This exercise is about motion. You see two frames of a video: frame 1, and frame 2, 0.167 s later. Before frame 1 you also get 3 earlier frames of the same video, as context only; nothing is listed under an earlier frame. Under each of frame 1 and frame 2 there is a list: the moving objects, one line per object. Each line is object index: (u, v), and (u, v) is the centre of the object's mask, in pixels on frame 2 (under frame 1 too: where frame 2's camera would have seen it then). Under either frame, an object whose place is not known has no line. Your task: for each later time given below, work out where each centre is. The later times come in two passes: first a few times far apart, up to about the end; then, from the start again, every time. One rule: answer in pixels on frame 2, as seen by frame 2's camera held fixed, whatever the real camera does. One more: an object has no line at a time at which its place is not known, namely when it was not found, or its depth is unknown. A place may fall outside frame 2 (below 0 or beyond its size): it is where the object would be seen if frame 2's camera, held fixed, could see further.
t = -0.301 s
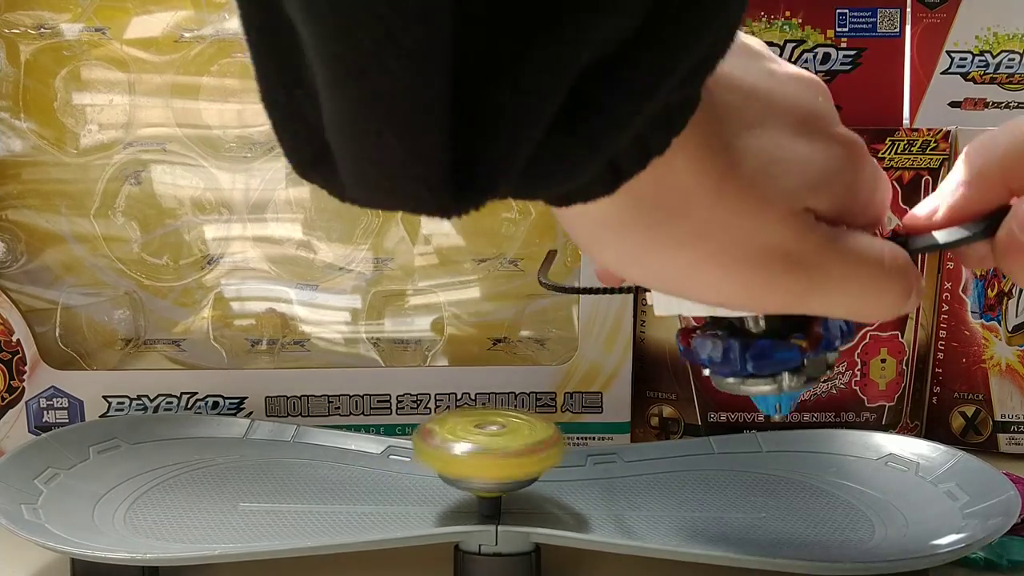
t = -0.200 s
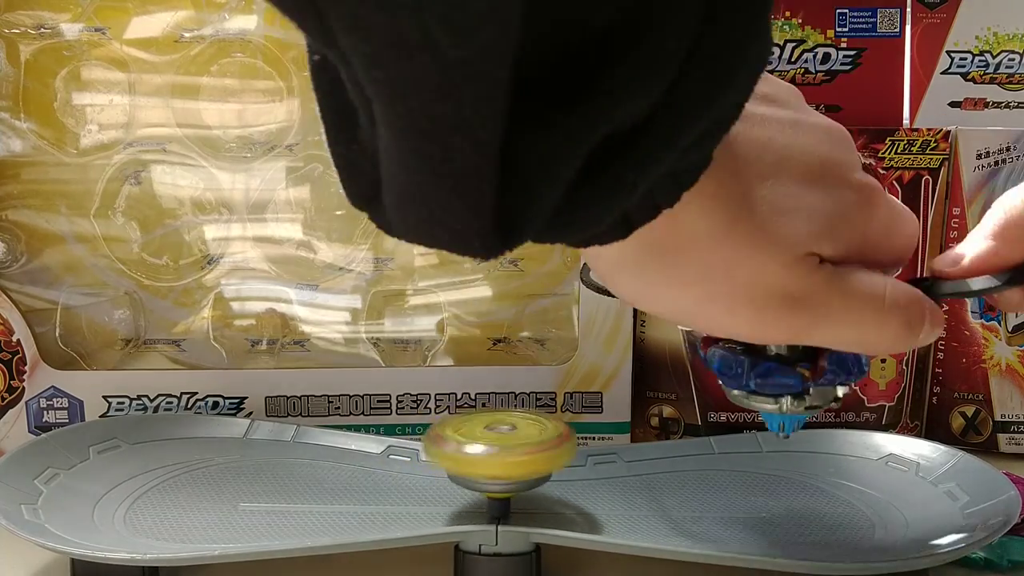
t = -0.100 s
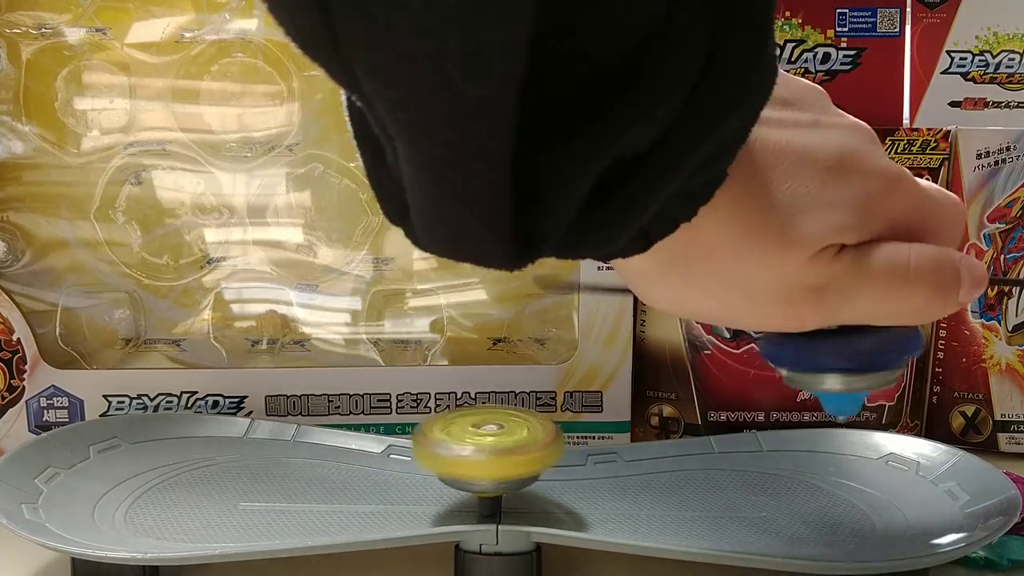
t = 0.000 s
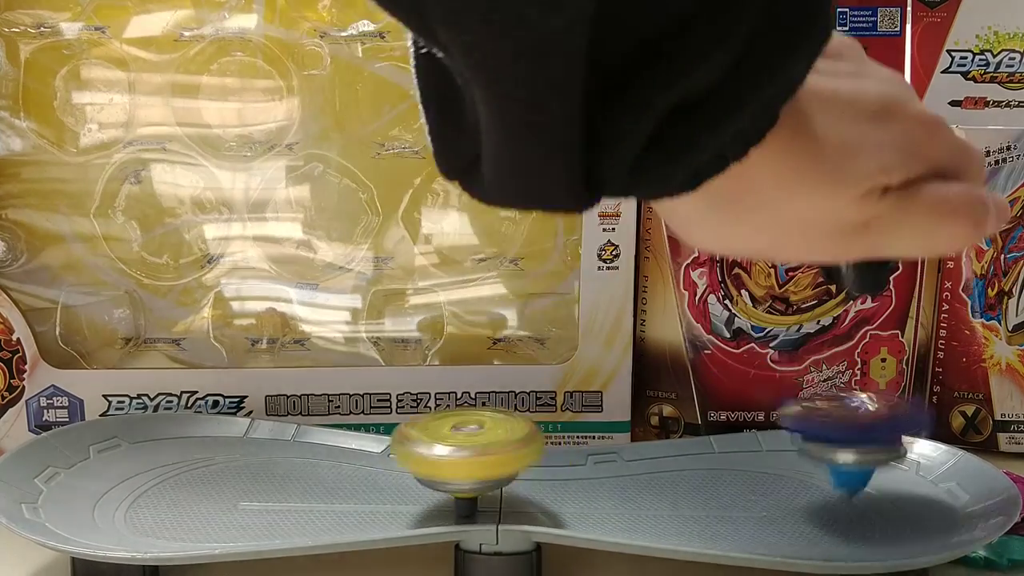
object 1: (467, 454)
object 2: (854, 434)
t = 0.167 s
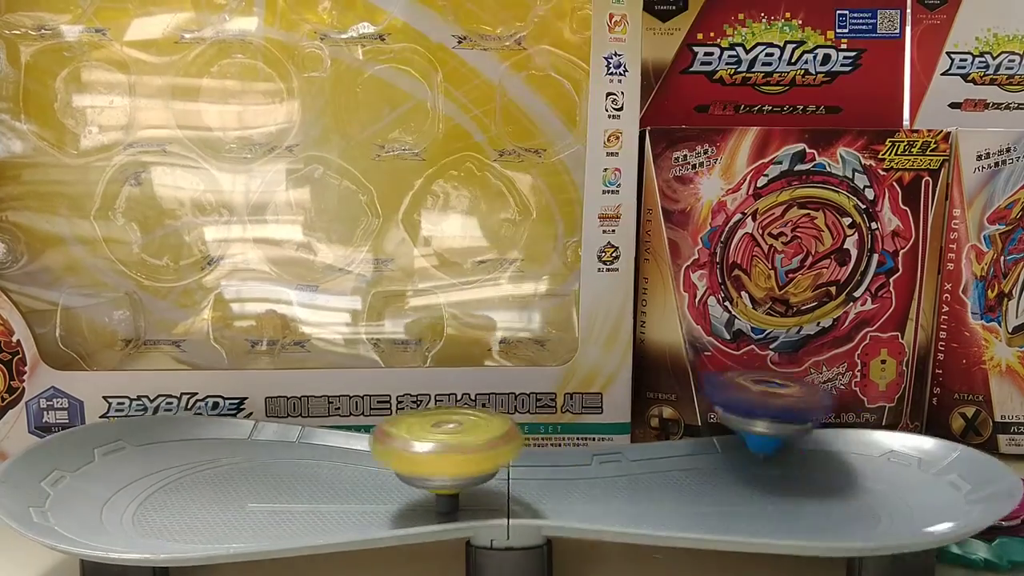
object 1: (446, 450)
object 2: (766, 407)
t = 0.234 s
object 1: (442, 452)
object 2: (706, 425)
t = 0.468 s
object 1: (387, 458)
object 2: (574, 446)
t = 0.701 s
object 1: (333, 460)
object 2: (503, 444)
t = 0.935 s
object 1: (114, 465)
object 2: (483, 448)
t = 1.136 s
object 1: (124, 461)
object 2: (601, 447)
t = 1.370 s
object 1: (134, 444)
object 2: (766, 446)
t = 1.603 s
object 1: (154, 431)
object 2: (872, 441)
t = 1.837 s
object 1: (183, 428)
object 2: (746, 439)
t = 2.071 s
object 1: (244, 431)
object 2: (854, 479)
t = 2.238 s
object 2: (903, 431)
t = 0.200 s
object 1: (445, 447)
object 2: (737, 406)
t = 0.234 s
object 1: (442, 452)
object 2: (706, 425)
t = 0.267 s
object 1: (440, 453)
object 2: (681, 427)
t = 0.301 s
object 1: (439, 454)
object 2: (656, 439)
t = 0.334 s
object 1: (436, 453)
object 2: (633, 445)
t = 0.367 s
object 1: (434, 453)
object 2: (609, 447)
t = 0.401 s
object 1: (433, 454)
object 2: (584, 447)
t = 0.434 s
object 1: (408, 456)
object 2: (580, 447)
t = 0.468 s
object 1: (387, 458)
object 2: (574, 446)
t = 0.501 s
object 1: (372, 458)
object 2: (569, 443)
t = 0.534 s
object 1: (364, 459)
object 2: (565, 443)
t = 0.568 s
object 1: (356, 459)
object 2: (562, 443)
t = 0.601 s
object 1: (349, 459)
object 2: (553, 443)
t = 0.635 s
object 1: (343, 460)
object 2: (539, 443)
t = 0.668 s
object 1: (338, 461)
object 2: (522, 444)
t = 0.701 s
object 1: (333, 460)
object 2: (503, 444)
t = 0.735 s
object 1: (322, 461)
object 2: (487, 444)
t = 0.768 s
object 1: (270, 462)
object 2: (494, 440)
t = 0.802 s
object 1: (222, 467)
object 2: (498, 441)
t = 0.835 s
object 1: (180, 469)
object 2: (496, 442)
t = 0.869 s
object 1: (148, 469)
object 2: (486, 443)
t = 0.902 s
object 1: (125, 468)
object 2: (480, 445)
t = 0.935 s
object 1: (114, 465)
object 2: (483, 448)
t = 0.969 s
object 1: (111, 465)
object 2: (488, 448)
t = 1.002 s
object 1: (114, 465)
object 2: (503, 449)
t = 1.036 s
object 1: (117, 465)
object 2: (525, 449)
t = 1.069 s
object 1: (120, 463)
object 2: (544, 449)
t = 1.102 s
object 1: (122, 463)
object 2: (573, 449)
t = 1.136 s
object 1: (124, 461)
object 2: (601, 447)
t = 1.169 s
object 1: (127, 459)
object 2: (629, 447)
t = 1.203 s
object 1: (129, 458)
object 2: (657, 447)
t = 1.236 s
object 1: (130, 454)
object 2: (671, 447)
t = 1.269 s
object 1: (130, 452)
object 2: (693, 449)
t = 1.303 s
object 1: (131, 450)
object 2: (710, 447)
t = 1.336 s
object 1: (132, 448)
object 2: (741, 449)
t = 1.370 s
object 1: (134, 444)
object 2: (766, 446)
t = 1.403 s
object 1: (135, 443)
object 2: (789, 445)
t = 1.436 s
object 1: (138, 440)
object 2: (808, 444)
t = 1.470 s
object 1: (140, 438)
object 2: (824, 444)
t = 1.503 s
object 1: (143, 437)
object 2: (840, 446)
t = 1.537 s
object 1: (146, 435)
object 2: (855, 445)
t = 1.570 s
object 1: (149, 434)
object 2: (868, 444)
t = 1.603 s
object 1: (154, 431)
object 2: (872, 441)
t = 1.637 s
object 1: (159, 428)
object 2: (867, 435)
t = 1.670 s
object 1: (163, 428)
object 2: (849, 431)
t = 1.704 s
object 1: (167, 426)
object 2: (825, 425)
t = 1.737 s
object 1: (173, 426)
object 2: (799, 425)
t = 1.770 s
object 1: (178, 426)
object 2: (771, 426)
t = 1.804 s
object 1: (181, 426)
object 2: (758, 433)
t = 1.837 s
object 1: (183, 428)
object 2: (746, 439)
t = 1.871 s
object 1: (187, 428)
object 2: (750, 446)
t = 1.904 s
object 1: (192, 430)
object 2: (759, 452)
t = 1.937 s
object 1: (200, 430)
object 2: (770, 458)
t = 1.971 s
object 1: (211, 430)
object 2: (784, 465)
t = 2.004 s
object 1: (222, 430)
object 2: (796, 471)
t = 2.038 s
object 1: (234, 430)
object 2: (827, 478)
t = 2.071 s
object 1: (244, 431)
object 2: (854, 479)
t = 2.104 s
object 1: (253, 430)
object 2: (884, 474)
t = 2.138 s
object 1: (264, 431)
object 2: (914, 469)
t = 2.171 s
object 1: (275, 433)
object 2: (924, 458)
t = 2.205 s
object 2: (920, 443)
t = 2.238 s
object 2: (903, 431)
